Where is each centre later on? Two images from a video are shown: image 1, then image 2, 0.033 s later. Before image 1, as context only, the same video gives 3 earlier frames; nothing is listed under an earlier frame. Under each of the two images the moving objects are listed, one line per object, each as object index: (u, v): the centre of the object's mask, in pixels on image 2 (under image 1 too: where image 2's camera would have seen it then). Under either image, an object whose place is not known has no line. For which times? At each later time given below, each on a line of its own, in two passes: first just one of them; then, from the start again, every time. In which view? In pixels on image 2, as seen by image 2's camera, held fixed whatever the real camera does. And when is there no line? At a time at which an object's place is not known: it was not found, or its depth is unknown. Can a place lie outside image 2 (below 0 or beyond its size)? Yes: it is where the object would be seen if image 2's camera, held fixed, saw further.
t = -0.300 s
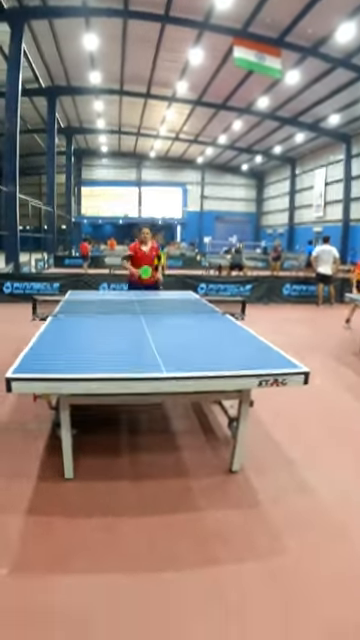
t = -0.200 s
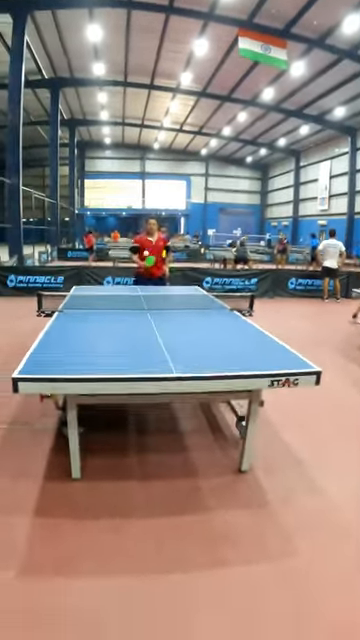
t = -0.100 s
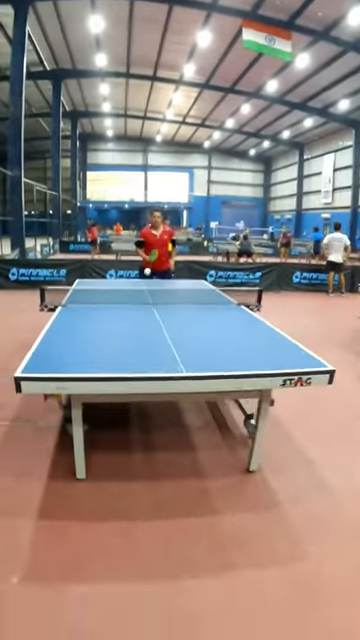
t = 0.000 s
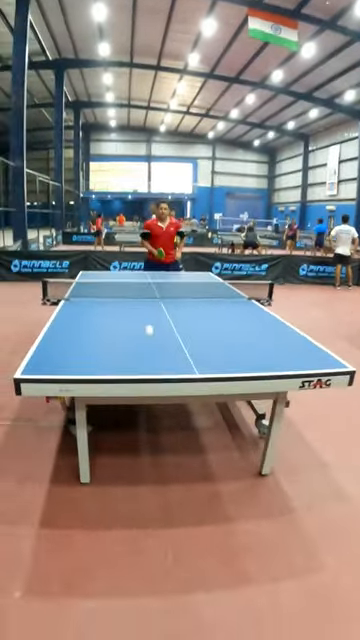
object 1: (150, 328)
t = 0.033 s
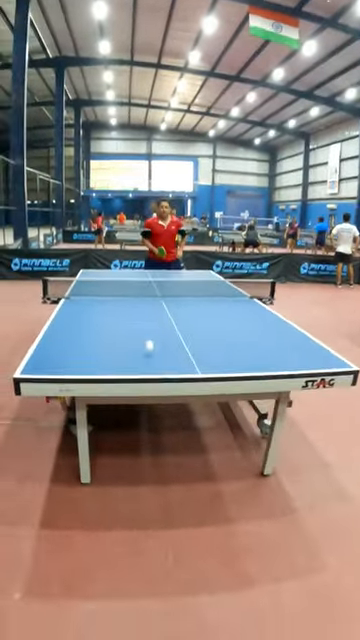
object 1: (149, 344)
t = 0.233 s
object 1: (144, 338)
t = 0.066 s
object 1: (148, 341)
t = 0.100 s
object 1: (148, 334)
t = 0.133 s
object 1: (147, 328)
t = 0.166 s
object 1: (146, 328)
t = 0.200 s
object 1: (144, 333)
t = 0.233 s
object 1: (144, 338)
